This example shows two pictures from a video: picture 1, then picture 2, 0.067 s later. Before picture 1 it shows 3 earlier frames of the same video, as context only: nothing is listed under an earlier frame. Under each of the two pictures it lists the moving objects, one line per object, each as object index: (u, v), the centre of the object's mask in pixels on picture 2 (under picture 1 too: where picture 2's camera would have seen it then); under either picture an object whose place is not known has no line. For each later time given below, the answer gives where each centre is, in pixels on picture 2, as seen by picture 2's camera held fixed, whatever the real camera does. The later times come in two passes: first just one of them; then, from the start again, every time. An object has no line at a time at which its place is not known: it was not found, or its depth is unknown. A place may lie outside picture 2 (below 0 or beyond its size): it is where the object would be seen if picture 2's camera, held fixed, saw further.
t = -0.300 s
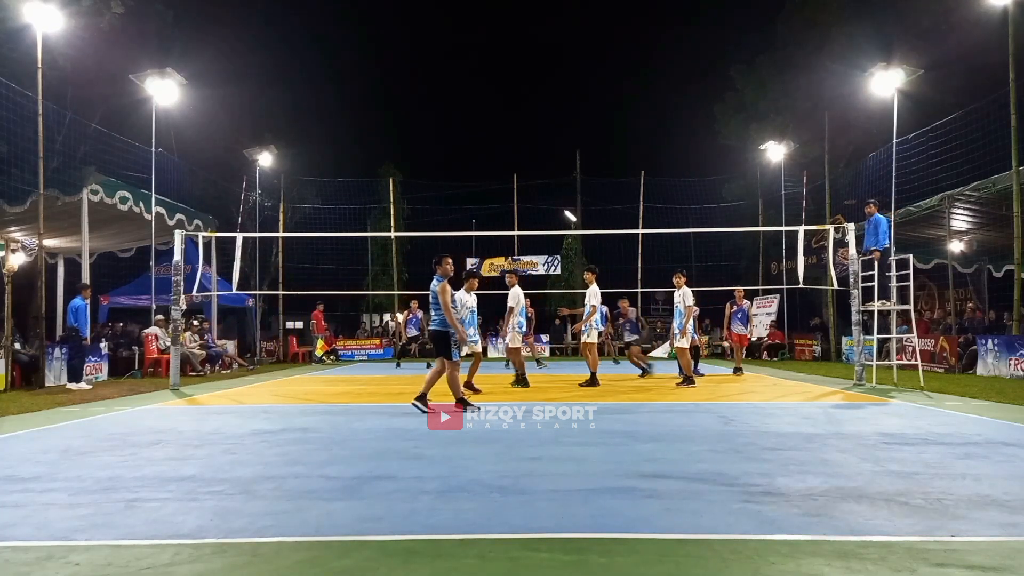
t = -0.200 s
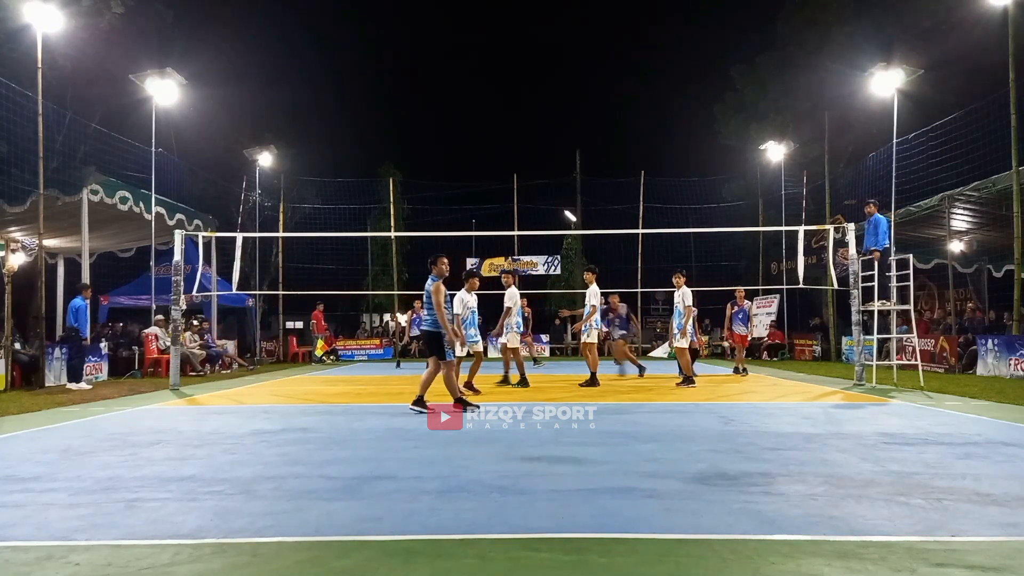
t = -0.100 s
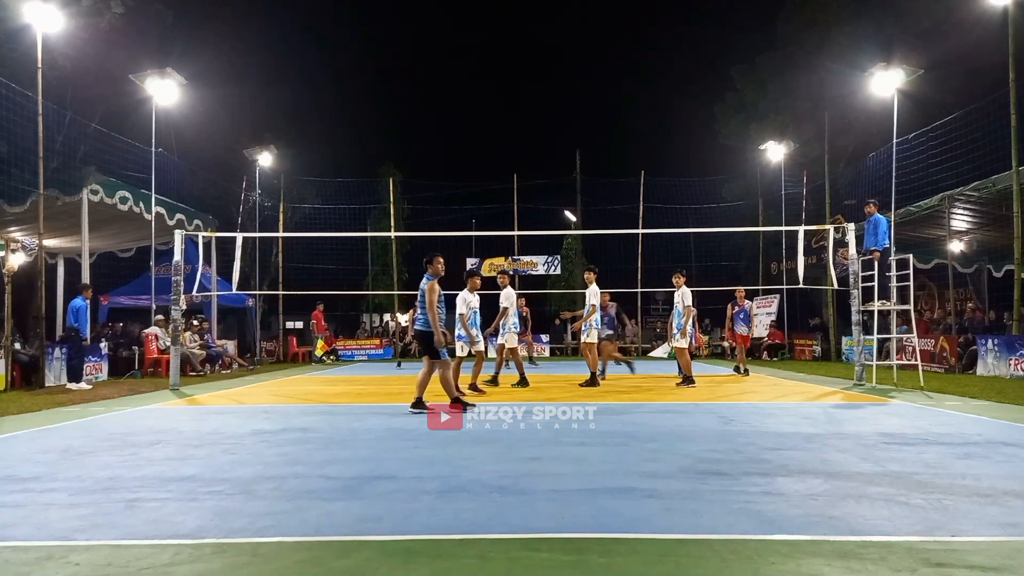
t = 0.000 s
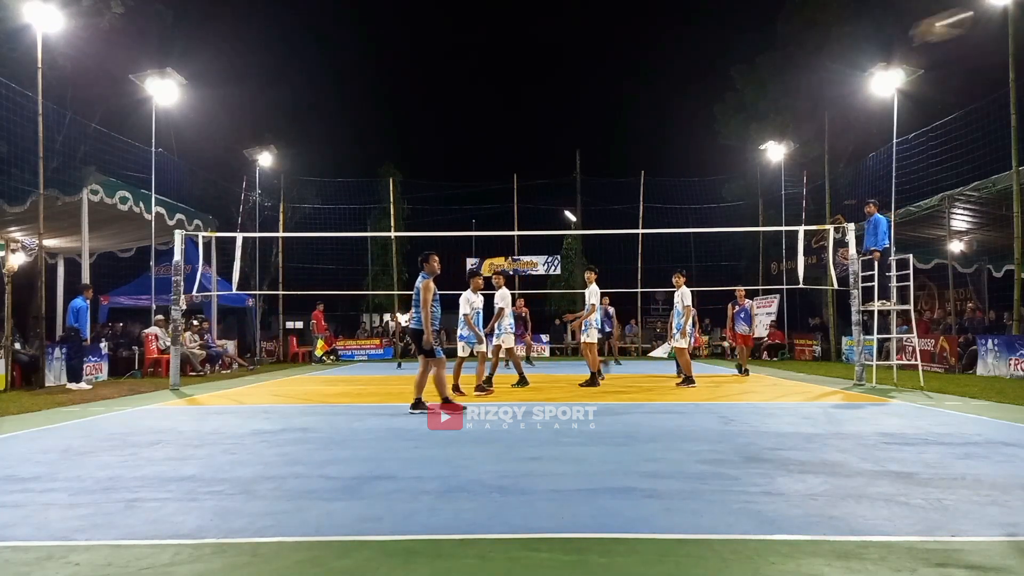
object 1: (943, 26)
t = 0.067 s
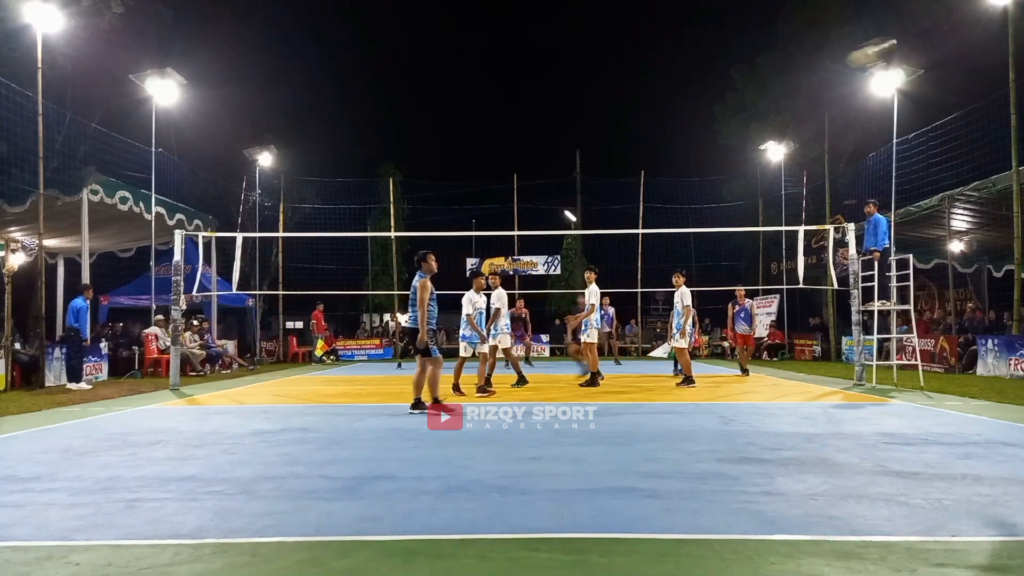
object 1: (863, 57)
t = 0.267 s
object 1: (746, 123)
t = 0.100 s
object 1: (840, 63)
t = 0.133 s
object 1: (813, 77)
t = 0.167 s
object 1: (792, 90)
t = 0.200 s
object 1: (780, 100)
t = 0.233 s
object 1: (761, 114)
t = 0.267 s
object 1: (746, 123)
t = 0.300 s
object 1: (732, 137)
